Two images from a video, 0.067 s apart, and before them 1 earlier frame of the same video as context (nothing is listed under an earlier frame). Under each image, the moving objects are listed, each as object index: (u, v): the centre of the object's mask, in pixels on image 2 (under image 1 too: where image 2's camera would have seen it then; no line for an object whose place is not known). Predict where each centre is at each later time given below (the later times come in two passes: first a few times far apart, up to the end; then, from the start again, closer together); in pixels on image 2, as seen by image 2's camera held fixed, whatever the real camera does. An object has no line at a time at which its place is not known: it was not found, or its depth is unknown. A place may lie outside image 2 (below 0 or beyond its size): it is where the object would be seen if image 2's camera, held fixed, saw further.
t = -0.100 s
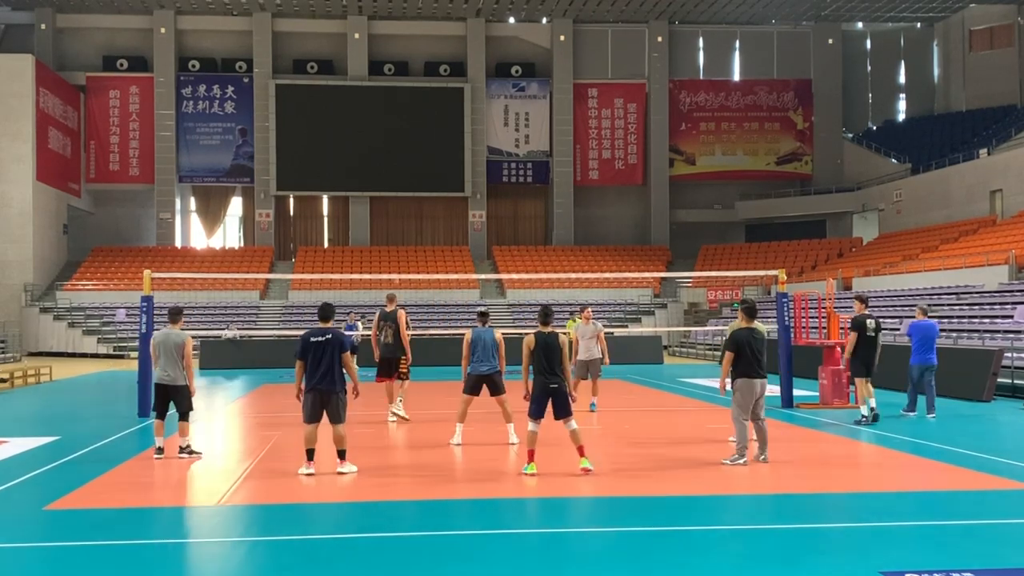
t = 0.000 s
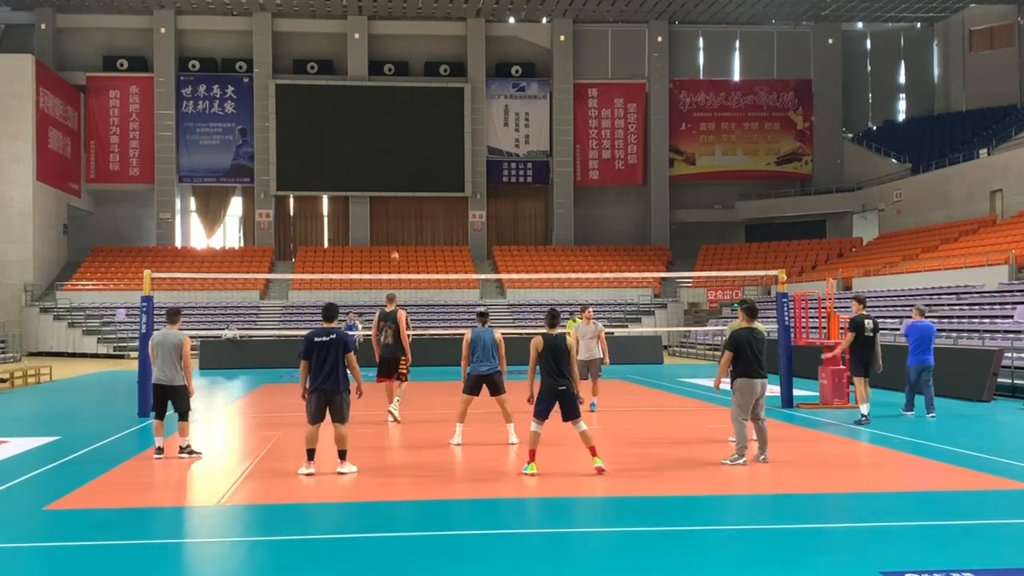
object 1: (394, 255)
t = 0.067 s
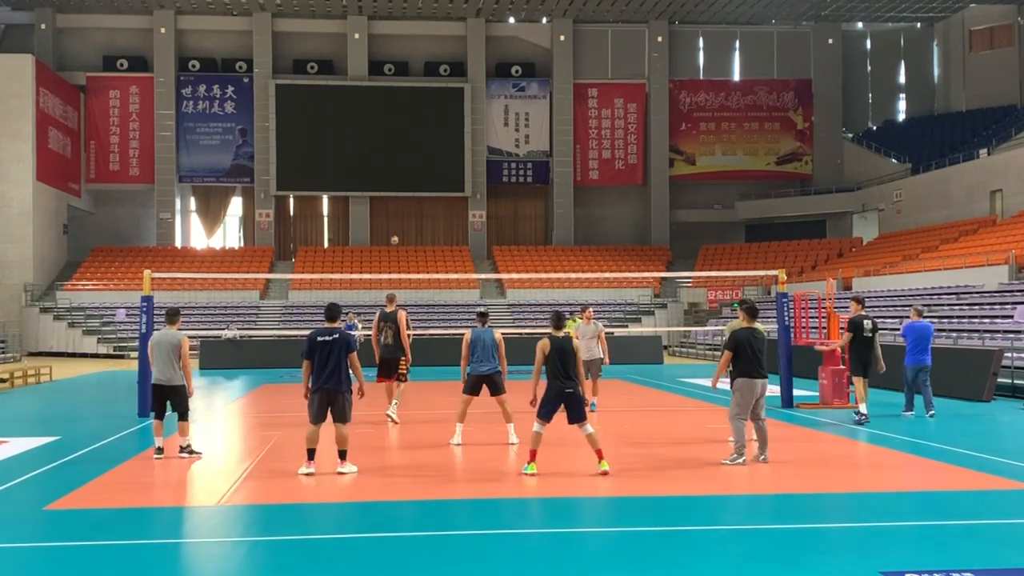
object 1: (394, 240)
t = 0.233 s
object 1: (394, 207)
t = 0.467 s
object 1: (393, 179)
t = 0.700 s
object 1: (392, 168)
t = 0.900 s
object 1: (392, 175)
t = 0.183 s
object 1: (394, 216)
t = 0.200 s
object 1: (394, 213)
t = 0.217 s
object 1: (394, 211)
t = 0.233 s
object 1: (394, 207)
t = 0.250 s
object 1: (394, 205)
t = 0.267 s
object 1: (393, 203)
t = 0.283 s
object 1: (393, 200)
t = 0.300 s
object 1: (393, 198)
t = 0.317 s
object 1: (393, 195)
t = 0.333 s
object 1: (393, 193)
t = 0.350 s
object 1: (393, 191)
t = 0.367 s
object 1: (393, 188)
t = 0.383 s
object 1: (393, 187)
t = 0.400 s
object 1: (393, 185)
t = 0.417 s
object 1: (393, 184)
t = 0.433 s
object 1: (393, 182)
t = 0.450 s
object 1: (393, 180)
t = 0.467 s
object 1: (393, 179)
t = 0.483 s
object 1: (392, 178)
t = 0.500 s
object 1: (392, 176)
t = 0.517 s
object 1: (392, 175)
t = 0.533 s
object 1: (392, 174)
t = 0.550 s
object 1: (392, 173)
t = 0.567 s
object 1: (393, 172)
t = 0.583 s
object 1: (392, 171)
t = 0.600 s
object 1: (393, 171)
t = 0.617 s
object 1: (392, 170)
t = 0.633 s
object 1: (392, 170)
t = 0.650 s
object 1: (392, 169)
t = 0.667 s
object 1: (392, 169)
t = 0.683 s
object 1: (392, 168)
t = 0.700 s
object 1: (392, 168)
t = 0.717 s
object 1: (392, 169)
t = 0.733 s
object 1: (392, 169)
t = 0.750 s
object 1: (392, 169)
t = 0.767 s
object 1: (392, 169)
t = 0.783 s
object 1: (392, 170)
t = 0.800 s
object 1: (392, 170)
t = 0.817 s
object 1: (392, 171)
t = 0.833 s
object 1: (392, 171)
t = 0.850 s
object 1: (392, 172)
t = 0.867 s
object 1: (392, 173)
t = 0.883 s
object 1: (392, 174)
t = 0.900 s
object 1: (392, 175)
